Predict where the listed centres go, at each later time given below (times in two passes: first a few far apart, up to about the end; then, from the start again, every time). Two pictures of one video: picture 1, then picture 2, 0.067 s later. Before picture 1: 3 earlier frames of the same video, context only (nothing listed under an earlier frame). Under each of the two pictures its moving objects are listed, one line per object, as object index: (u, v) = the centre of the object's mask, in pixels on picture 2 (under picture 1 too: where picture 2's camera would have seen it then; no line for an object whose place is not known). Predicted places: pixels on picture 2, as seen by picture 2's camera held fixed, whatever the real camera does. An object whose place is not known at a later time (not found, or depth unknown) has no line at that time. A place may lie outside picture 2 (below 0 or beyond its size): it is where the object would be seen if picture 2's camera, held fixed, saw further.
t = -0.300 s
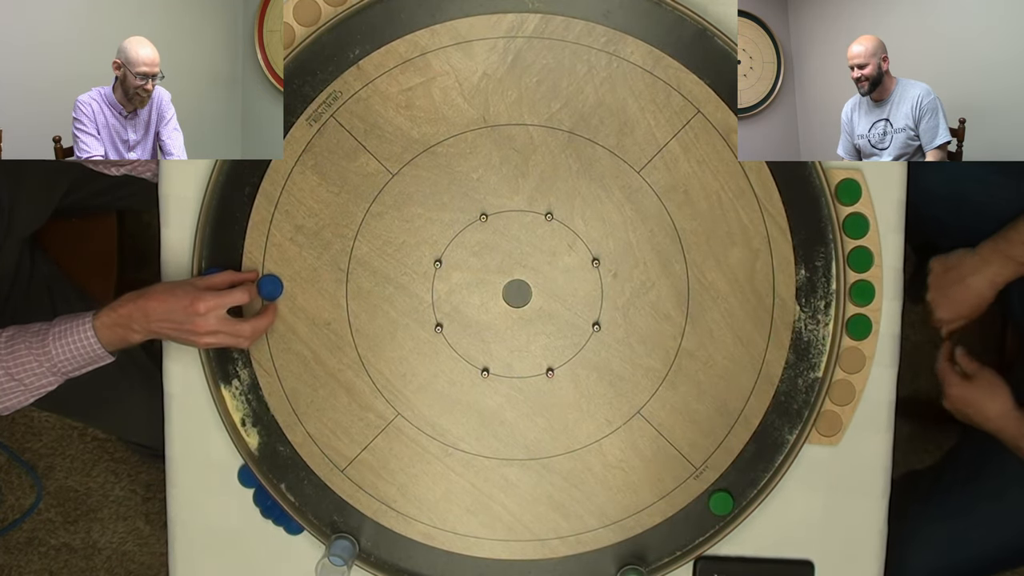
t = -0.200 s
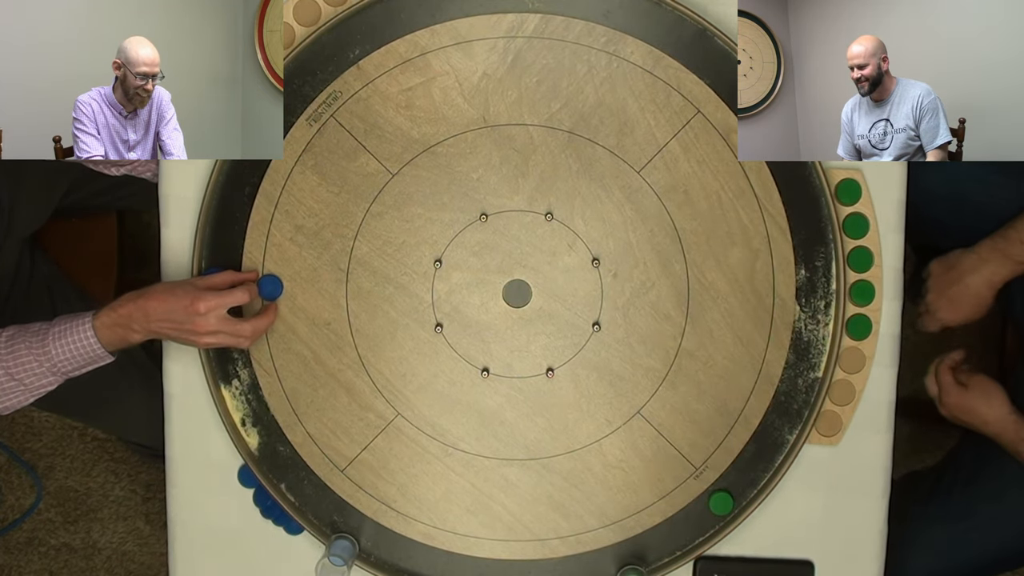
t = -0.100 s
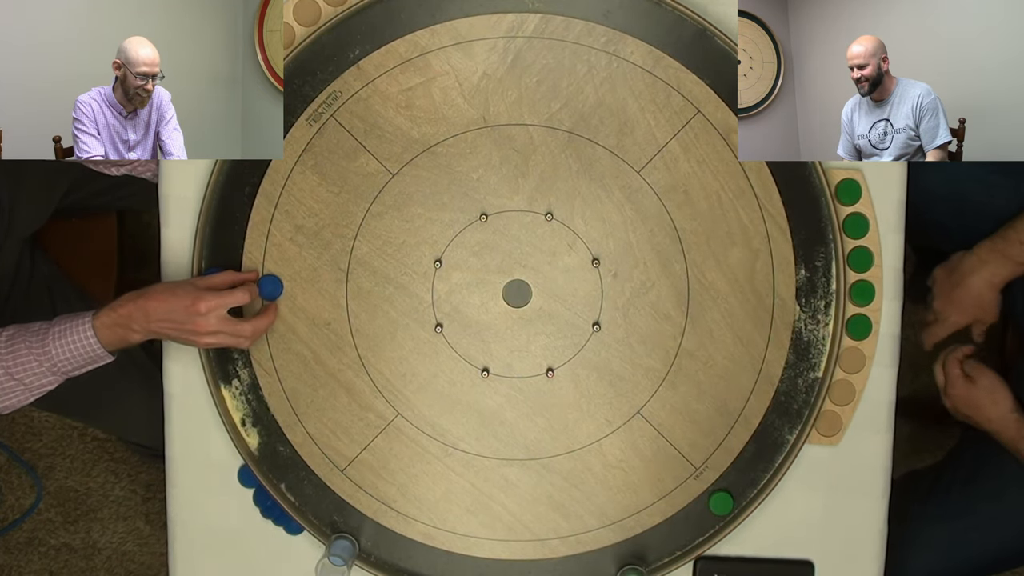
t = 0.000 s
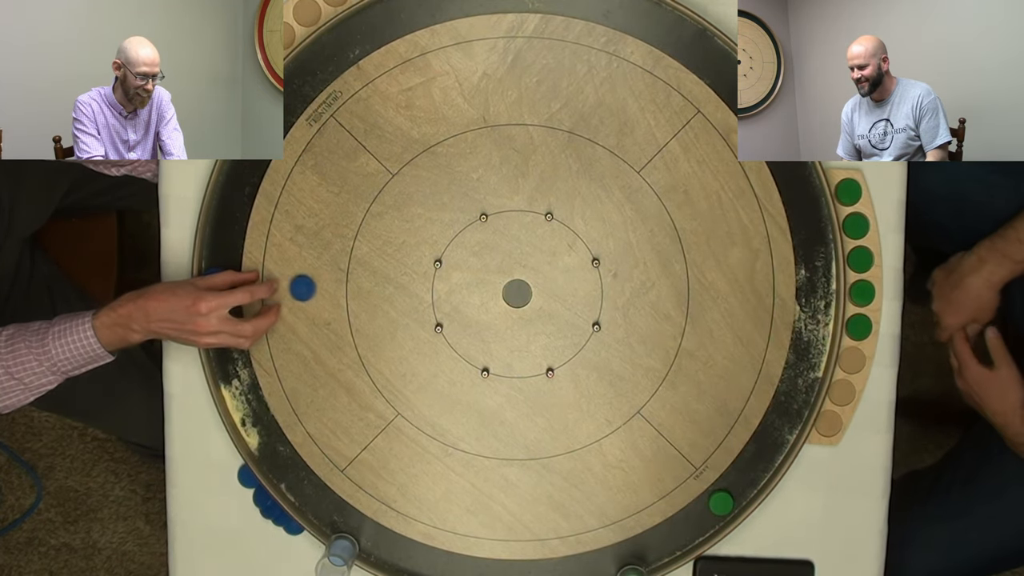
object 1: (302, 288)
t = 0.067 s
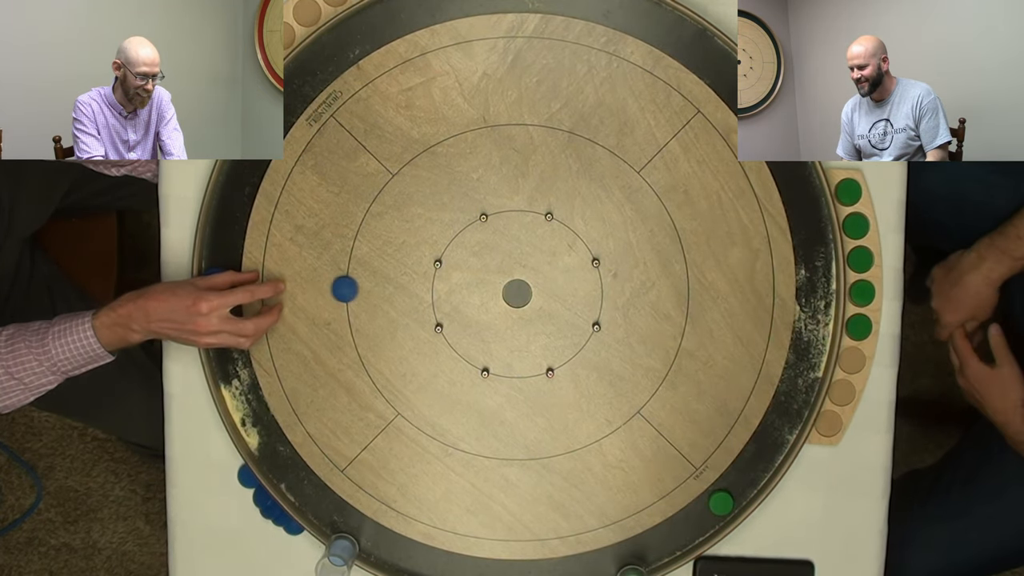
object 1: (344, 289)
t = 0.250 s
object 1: (433, 291)
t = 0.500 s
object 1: (495, 293)
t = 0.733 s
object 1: (498, 293)
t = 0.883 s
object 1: (498, 293)
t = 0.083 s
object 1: (354, 289)
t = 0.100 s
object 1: (363, 289)
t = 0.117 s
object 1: (373, 290)
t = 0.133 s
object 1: (381, 290)
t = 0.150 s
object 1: (390, 290)
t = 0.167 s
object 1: (398, 290)
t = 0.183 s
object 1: (405, 291)
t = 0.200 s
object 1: (413, 291)
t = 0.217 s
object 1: (420, 291)
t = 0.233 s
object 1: (427, 291)
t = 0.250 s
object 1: (433, 291)
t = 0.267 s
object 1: (439, 291)
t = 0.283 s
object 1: (445, 292)
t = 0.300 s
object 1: (450, 292)
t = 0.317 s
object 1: (456, 292)
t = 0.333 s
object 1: (461, 292)
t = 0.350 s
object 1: (466, 292)
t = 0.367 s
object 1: (471, 292)
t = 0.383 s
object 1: (475, 292)
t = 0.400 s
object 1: (479, 292)
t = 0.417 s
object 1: (483, 292)
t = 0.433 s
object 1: (486, 292)
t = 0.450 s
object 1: (489, 292)
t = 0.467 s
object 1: (492, 292)
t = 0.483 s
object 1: (494, 293)
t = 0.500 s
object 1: (495, 293)
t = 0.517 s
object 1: (497, 293)
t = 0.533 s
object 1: (497, 293)
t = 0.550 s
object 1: (498, 293)
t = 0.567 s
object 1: (498, 293)
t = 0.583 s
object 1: (498, 293)
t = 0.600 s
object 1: (498, 293)
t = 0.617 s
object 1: (498, 293)
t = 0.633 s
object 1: (498, 293)
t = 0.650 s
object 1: (498, 293)
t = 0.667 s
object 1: (498, 293)
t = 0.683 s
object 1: (498, 293)
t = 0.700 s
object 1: (498, 293)
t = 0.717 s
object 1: (498, 293)
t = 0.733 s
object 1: (498, 293)
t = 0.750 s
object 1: (498, 293)
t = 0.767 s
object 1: (498, 293)
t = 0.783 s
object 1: (498, 293)
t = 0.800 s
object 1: (498, 293)
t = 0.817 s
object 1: (498, 293)
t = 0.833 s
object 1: (499, 293)
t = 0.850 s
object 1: (499, 293)
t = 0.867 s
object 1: (498, 293)
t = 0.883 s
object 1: (498, 293)
